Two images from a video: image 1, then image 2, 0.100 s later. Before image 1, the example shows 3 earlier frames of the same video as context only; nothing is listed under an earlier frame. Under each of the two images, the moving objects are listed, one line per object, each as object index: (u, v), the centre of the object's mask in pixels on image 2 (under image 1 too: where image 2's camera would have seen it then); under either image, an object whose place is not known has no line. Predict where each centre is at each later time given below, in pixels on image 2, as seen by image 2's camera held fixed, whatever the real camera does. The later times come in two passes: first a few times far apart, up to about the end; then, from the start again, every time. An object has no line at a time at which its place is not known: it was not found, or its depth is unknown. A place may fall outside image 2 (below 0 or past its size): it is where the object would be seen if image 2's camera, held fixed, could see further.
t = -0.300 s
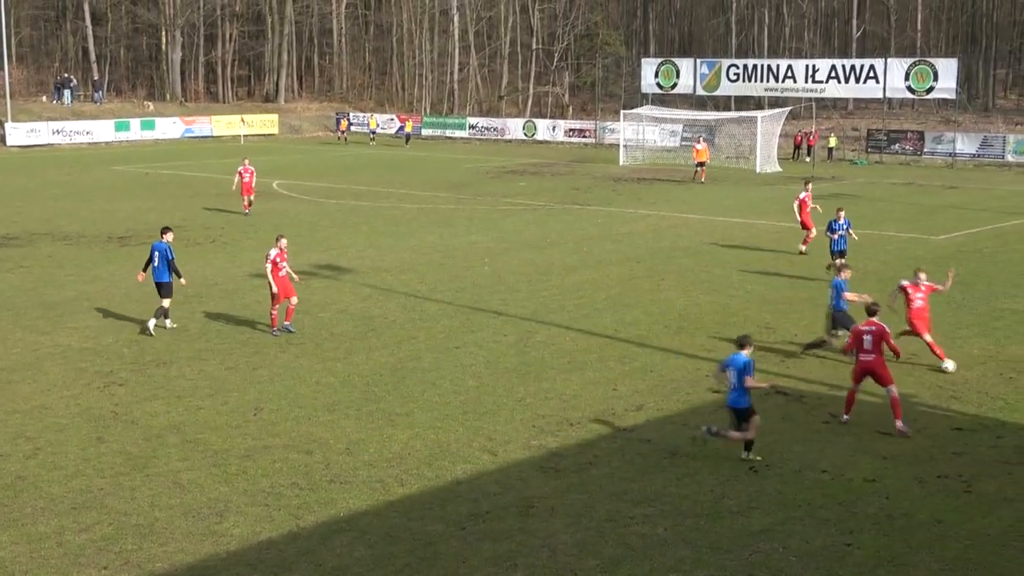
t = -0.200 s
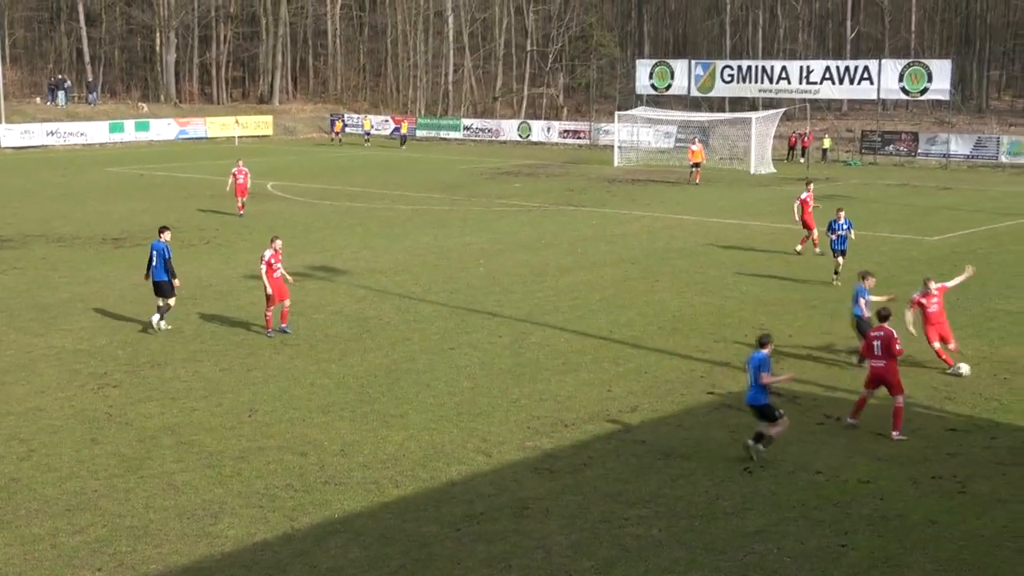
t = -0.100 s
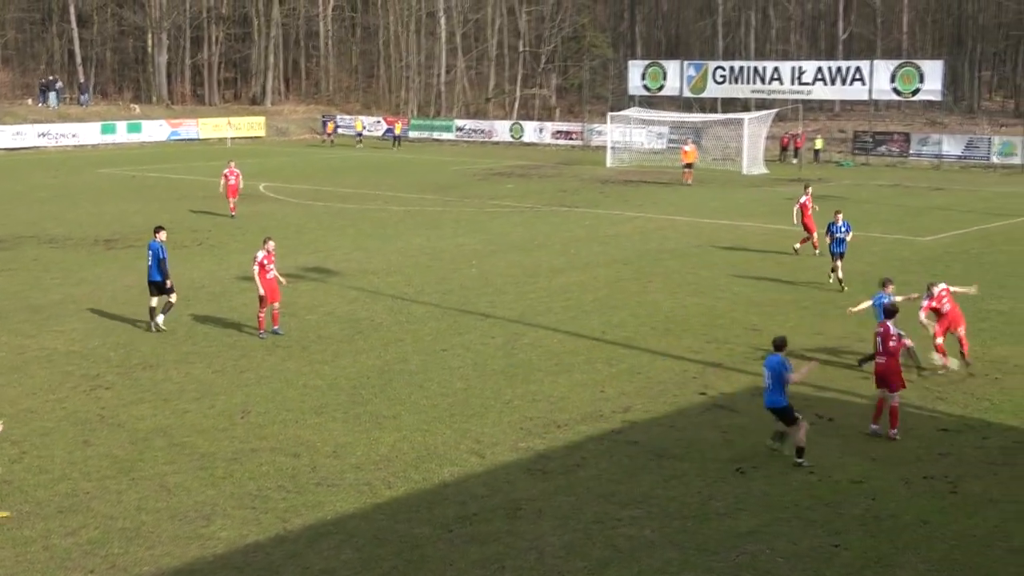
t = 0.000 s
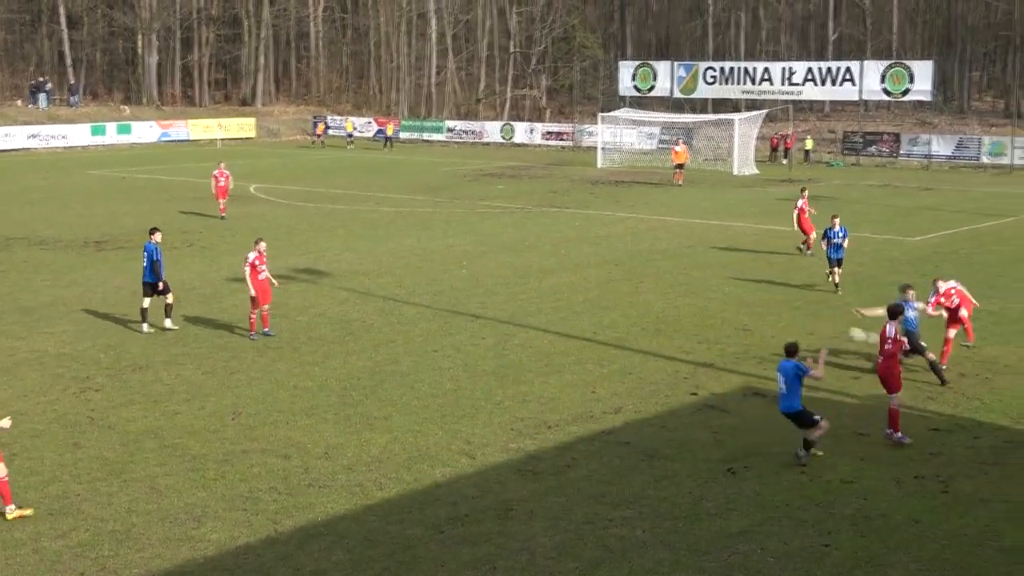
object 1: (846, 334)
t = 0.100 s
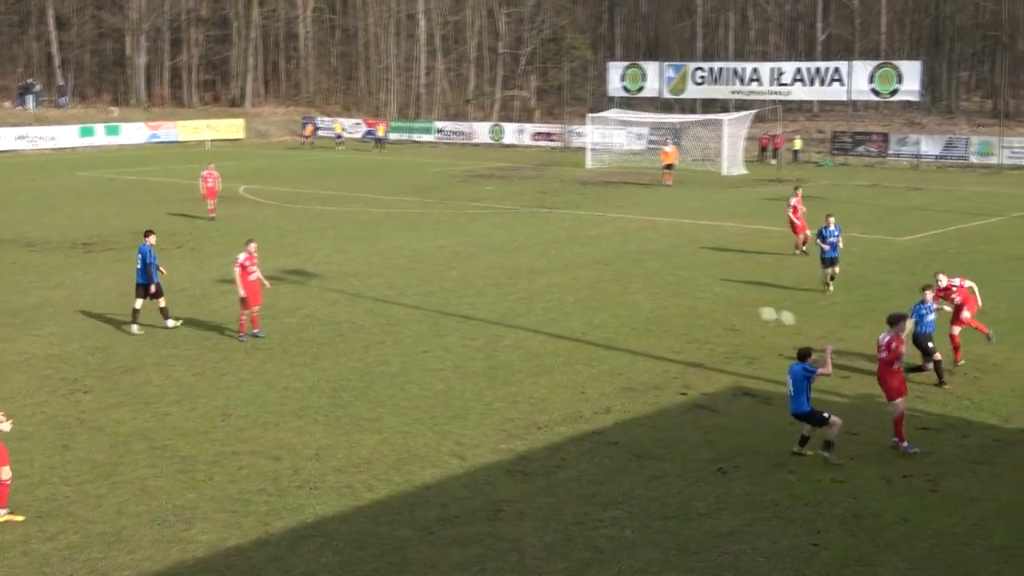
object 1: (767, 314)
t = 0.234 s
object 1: (662, 296)
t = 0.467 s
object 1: (410, 284)
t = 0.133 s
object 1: (751, 310)
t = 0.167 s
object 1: (716, 303)
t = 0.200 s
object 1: (690, 299)
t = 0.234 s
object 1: (662, 296)
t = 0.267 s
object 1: (624, 291)
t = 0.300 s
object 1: (584, 287)
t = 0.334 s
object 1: (565, 287)
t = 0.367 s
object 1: (522, 285)
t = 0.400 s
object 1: (477, 283)
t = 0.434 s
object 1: (456, 284)
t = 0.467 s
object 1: (410, 284)
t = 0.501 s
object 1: (362, 286)
